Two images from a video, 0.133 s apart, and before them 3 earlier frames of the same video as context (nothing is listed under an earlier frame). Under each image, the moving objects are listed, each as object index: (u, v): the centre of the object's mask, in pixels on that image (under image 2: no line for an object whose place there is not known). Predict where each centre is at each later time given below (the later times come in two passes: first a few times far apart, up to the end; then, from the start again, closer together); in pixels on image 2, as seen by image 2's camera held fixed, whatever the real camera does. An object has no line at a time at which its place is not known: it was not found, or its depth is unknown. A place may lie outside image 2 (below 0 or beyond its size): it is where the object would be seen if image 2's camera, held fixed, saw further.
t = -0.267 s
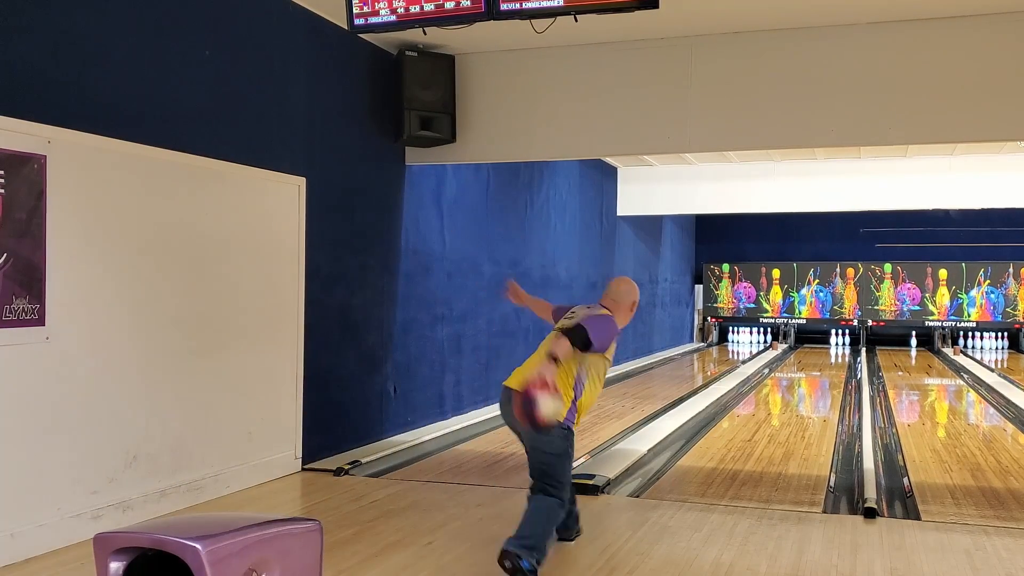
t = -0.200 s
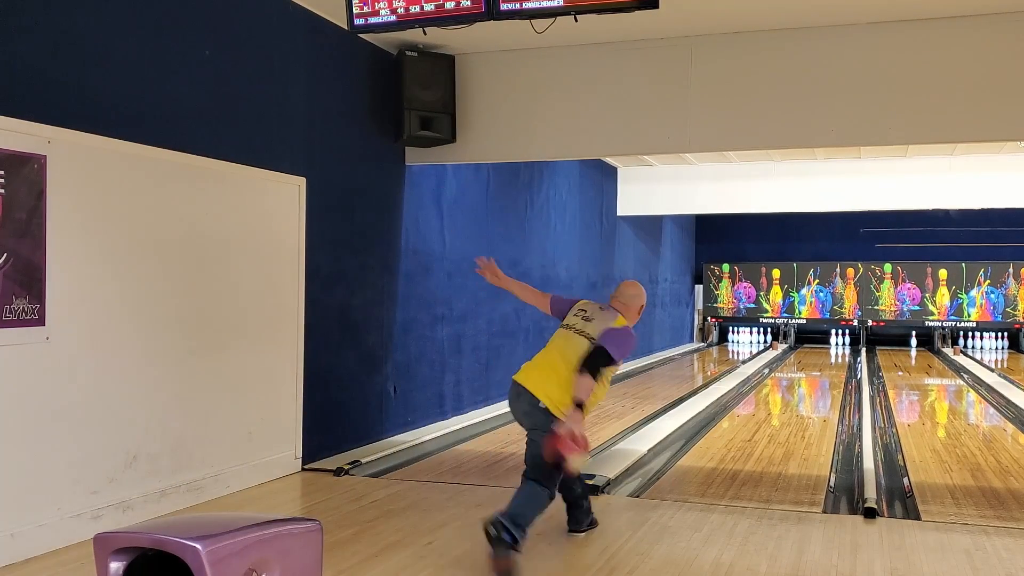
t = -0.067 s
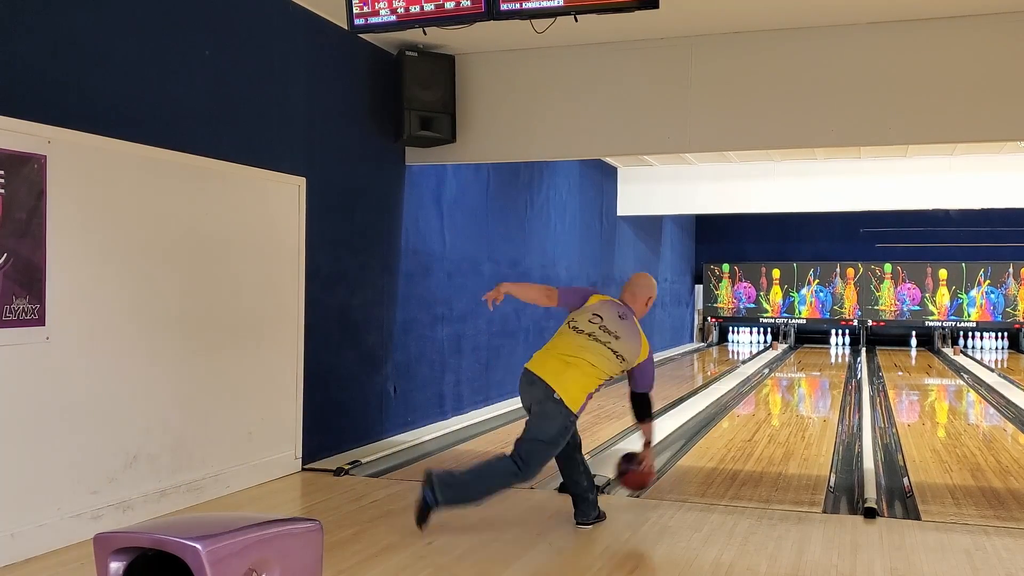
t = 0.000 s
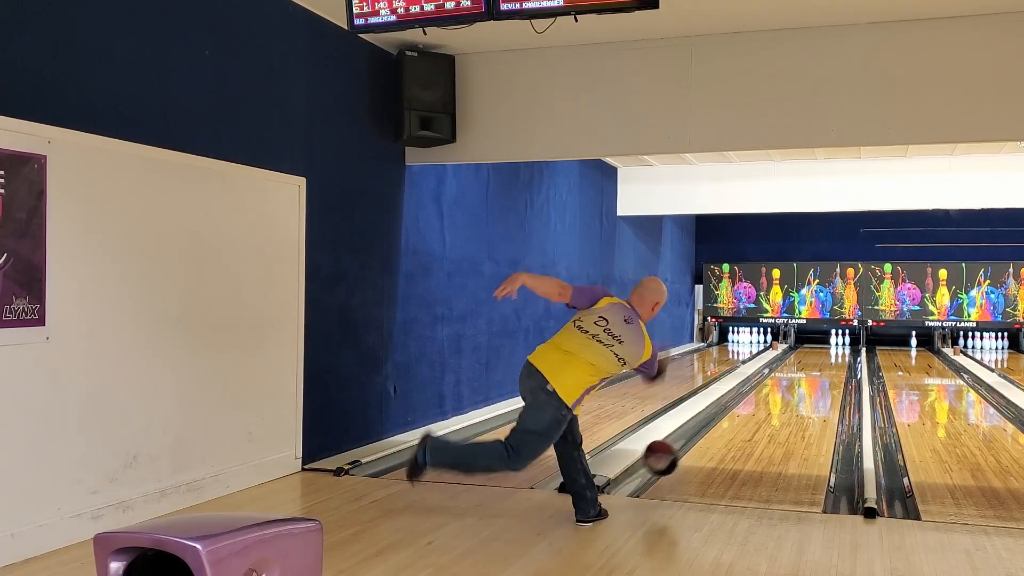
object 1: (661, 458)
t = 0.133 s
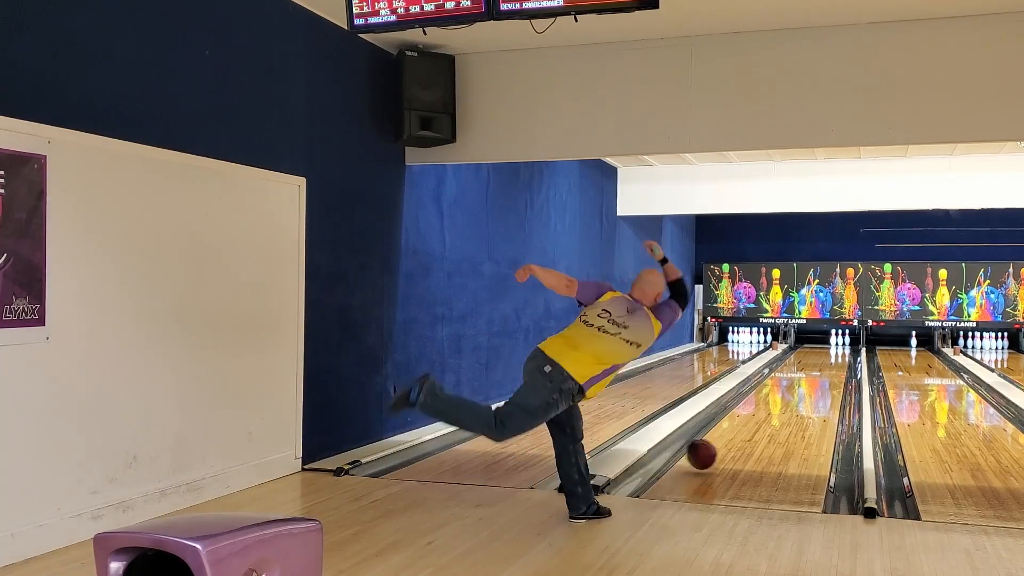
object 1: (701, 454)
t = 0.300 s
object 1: (738, 432)
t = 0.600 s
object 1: (781, 402)
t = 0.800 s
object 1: (801, 389)
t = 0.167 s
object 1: (710, 451)
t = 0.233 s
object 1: (725, 440)
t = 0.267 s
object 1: (732, 436)
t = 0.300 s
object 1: (738, 432)
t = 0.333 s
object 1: (744, 428)
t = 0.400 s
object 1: (755, 421)
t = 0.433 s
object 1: (760, 417)
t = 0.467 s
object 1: (765, 414)
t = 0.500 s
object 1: (769, 410)
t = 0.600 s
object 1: (781, 402)
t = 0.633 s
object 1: (785, 400)
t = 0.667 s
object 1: (789, 398)
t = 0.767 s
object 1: (798, 391)
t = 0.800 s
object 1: (801, 389)
